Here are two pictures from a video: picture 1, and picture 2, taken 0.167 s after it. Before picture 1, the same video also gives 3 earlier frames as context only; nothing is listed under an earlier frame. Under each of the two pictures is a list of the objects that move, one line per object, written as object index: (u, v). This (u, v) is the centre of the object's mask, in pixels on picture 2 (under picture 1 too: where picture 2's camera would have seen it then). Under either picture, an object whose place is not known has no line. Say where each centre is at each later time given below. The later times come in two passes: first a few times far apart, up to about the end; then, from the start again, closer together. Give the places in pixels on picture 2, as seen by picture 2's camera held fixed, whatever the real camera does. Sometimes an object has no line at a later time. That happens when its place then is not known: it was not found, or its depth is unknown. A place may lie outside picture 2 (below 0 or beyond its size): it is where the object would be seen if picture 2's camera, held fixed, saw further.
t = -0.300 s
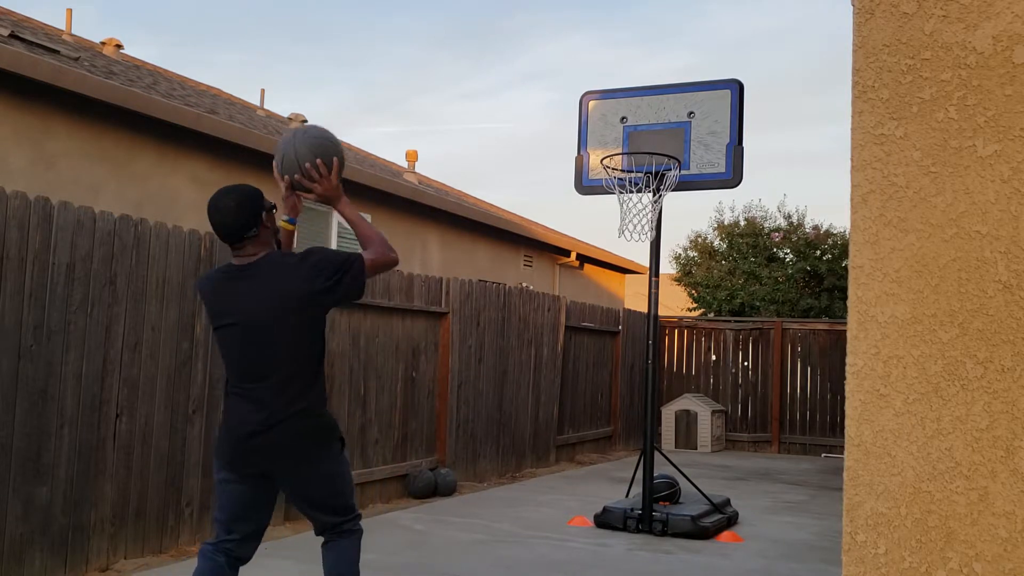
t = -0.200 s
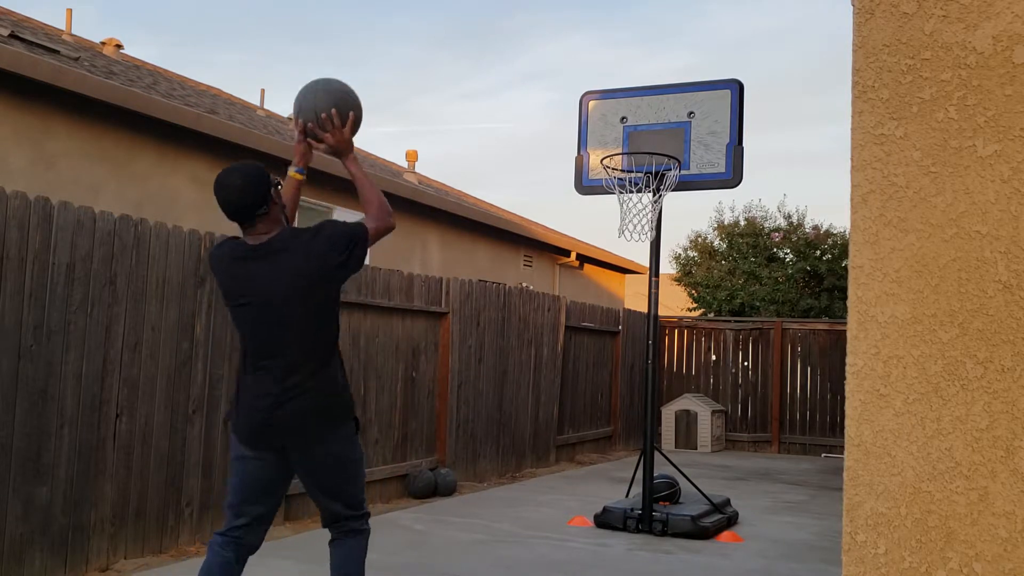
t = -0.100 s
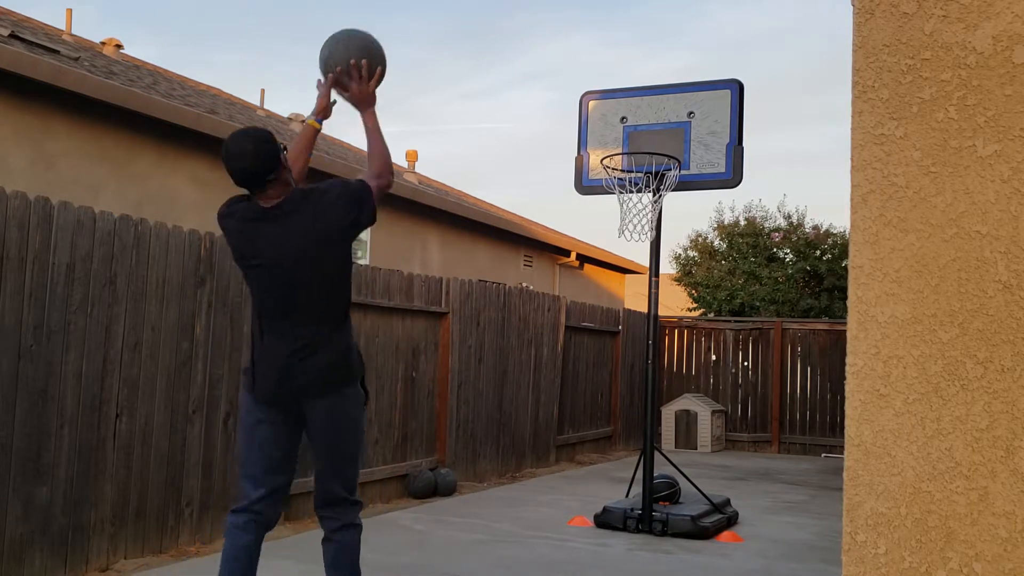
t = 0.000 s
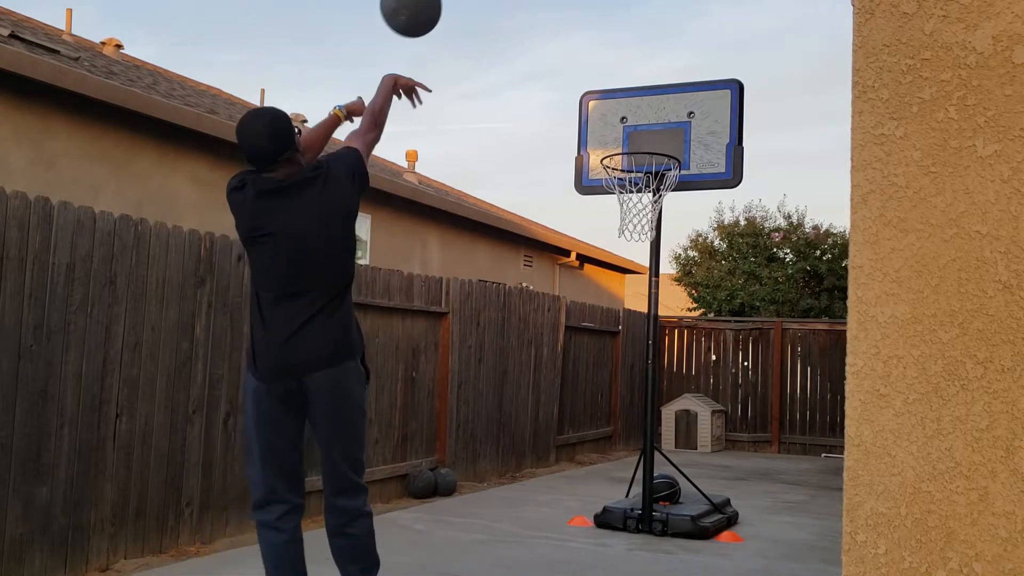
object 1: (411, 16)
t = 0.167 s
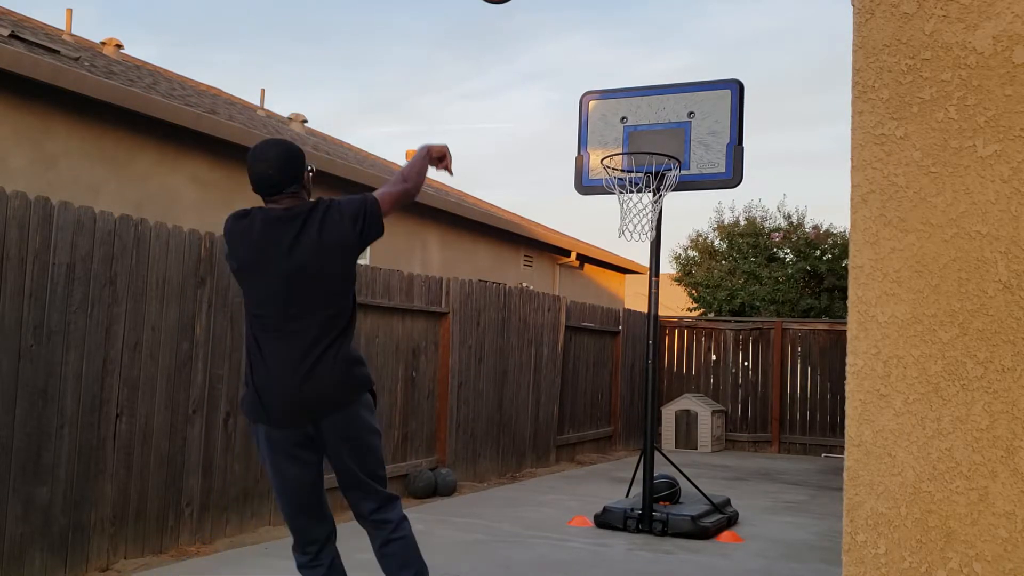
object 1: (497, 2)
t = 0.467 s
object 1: (600, 59)
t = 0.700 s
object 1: (650, 178)
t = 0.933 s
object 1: (652, 254)
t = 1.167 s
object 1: (648, 404)
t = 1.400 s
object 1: (632, 454)
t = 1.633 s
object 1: (600, 324)
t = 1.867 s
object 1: (562, 286)
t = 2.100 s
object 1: (517, 347)
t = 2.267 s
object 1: (478, 464)
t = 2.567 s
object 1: (425, 421)
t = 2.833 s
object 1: (380, 353)
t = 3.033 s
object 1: (337, 405)
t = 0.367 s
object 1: (571, 19)
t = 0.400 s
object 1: (581, 29)
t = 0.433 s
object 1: (591, 44)
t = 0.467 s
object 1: (600, 59)
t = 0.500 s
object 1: (609, 76)
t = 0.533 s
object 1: (617, 94)
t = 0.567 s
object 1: (625, 114)
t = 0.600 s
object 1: (632, 133)
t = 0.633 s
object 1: (639, 152)
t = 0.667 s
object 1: (647, 170)
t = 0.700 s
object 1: (650, 178)
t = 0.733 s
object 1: (652, 195)
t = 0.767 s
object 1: (653, 206)
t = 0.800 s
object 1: (653, 212)
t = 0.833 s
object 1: (652, 223)
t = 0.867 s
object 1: (653, 230)
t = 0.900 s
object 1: (652, 241)
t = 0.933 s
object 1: (652, 254)
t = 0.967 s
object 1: (651, 269)
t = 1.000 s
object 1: (651, 287)
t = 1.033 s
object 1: (650, 306)
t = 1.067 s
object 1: (649, 328)
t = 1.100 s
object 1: (649, 349)
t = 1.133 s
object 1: (648, 375)
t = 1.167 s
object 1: (648, 404)
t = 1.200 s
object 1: (648, 432)
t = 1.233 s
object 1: (647, 465)
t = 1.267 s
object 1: (646, 499)
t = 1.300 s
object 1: (645, 534)
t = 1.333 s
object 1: (641, 508)
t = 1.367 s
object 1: (636, 481)
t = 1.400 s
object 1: (632, 454)
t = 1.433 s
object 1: (628, 430)
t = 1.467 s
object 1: (625, 411)
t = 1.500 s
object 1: (619, 387)
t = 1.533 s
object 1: (614, 370)
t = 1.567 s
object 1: (609, 353)
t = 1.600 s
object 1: (604, 338)
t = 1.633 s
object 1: (600, 324)
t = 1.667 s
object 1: (595, 314)
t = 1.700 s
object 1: (590, 305)
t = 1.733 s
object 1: (585, 297)
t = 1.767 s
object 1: (579, 291)
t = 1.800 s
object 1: (574, 287)
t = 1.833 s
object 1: (568, 286)
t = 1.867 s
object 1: (562, 286)
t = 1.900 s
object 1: (557, 288)
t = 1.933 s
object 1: (551, 292)
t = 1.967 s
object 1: (544, 299)
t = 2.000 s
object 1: (537, 308)
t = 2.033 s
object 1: (531, 318)
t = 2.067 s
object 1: (524, 331)
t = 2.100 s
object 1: (517, 347)
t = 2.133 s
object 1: (510, 365)
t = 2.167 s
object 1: (503, 385)
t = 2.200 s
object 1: (493, 412)
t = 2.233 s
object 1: (487, 434)
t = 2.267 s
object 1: (478, 464)
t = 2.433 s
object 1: (444, 513)
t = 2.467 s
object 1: (440, 487)
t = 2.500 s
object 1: (434, 468)
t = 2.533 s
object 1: (429, 441)
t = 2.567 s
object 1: (425, 421)
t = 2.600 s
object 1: (420, 404)
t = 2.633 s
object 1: (416, 388)
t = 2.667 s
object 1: (410, 378)
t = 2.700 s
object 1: (405, 368)
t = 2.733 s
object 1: (399, 360)
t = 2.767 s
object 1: (393, 356)
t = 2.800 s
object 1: (387, 352)
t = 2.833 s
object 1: (380, 353)
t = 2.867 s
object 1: (374, 354)
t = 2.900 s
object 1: (367, 358)
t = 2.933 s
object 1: (360, 366)
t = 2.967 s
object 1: (353, 376)
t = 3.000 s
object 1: (345, 388)
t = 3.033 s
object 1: (337, 405)
